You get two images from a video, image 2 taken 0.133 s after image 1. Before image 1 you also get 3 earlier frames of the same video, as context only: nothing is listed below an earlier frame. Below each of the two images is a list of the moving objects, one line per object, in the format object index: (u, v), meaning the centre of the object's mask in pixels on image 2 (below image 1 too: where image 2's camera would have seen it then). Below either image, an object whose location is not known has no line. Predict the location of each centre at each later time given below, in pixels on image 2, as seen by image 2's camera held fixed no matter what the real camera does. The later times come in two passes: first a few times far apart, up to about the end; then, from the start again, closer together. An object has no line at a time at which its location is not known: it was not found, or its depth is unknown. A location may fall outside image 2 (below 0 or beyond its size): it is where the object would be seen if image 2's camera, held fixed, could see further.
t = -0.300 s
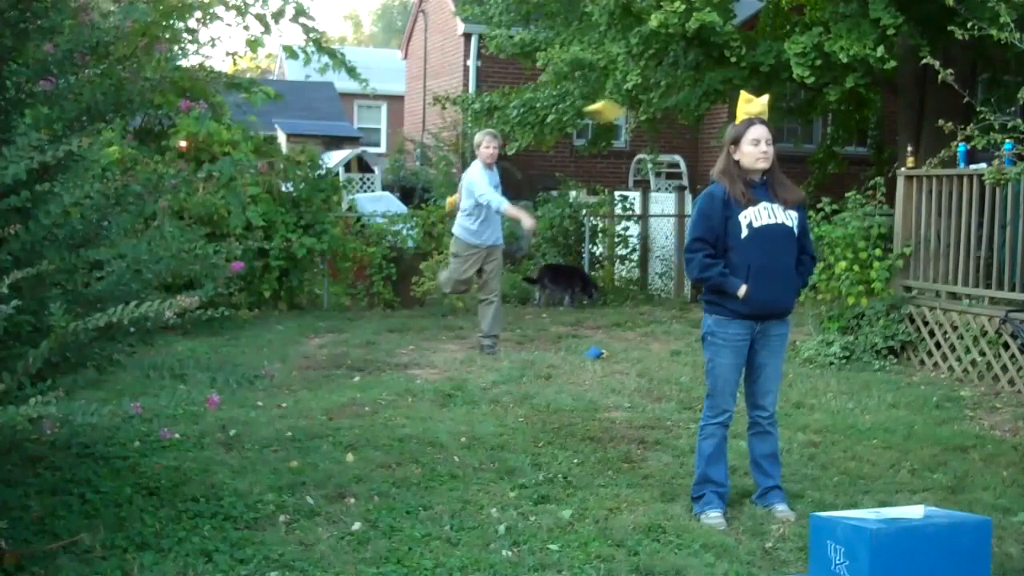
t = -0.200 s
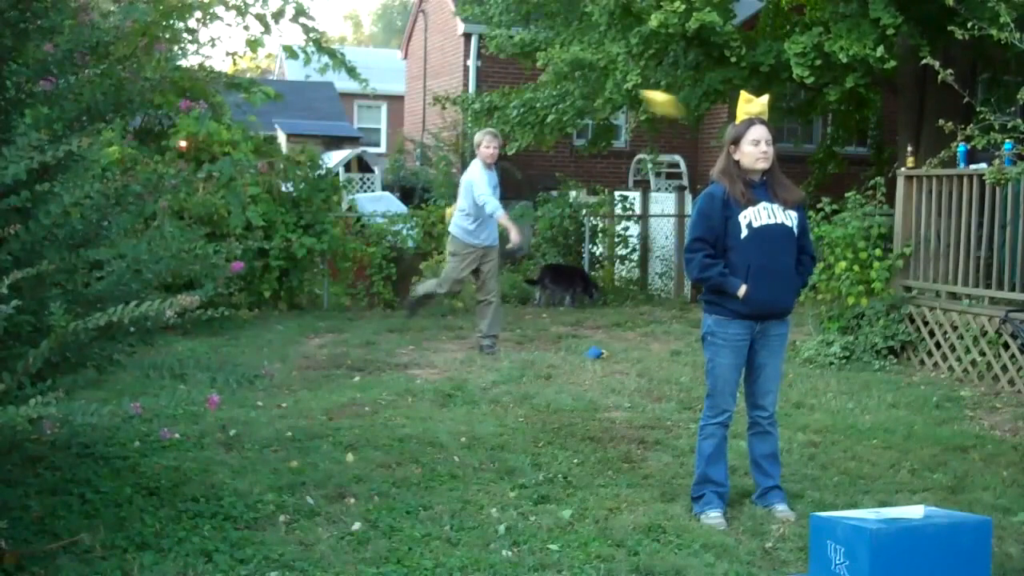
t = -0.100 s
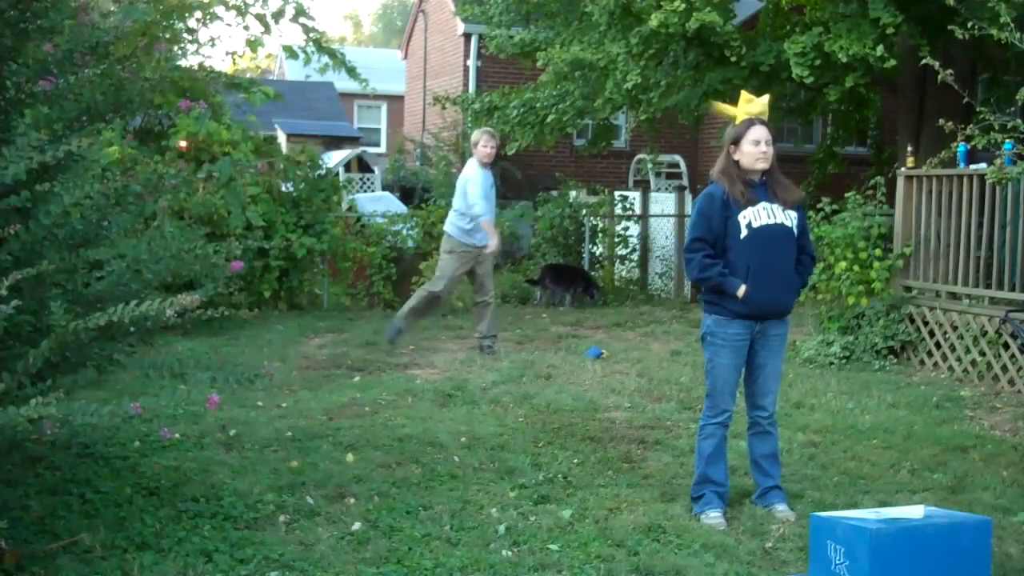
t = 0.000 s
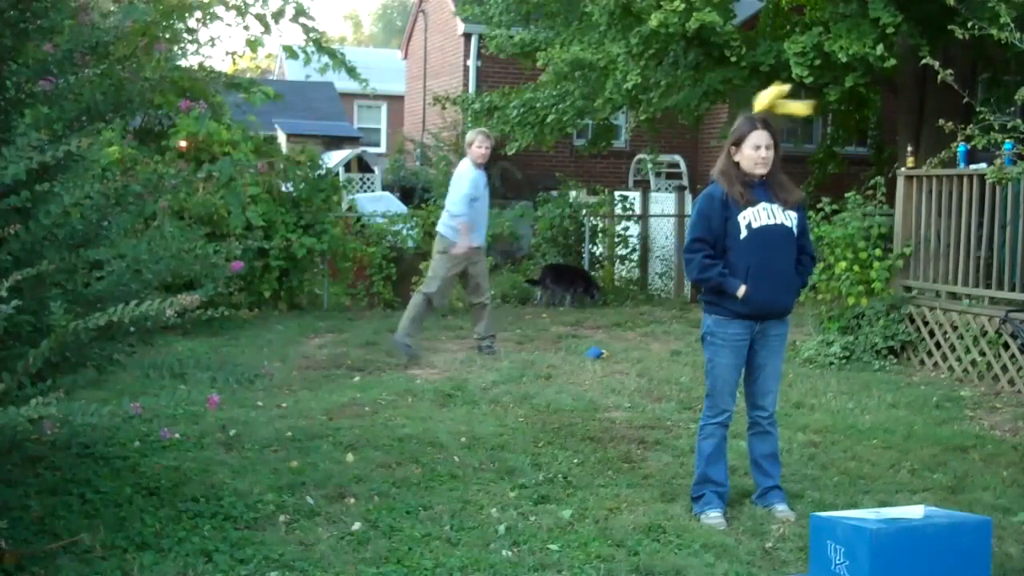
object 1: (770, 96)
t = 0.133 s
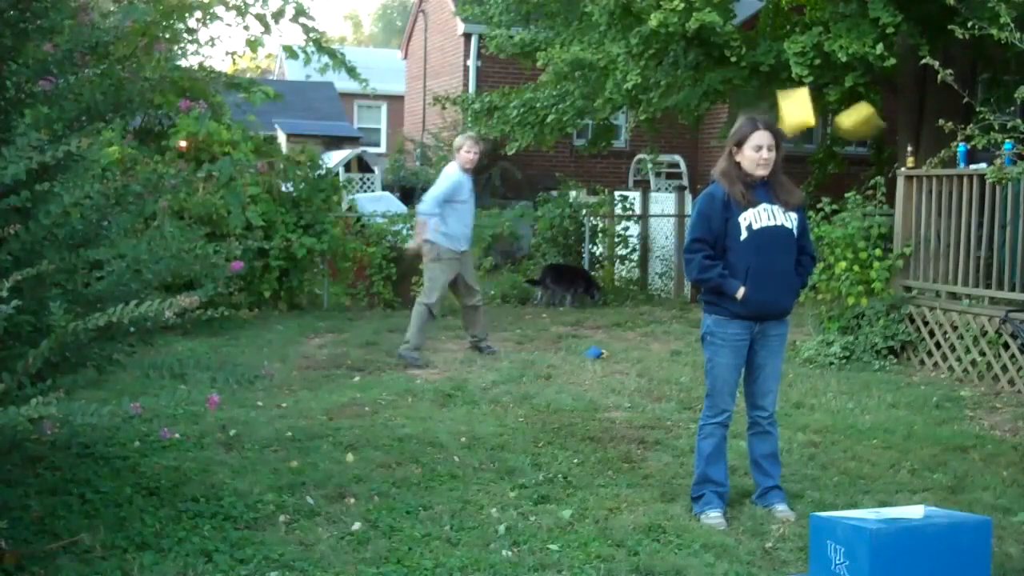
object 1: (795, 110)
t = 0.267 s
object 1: (824, 176)
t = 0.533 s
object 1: (880, 497)
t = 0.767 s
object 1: (876, 509)
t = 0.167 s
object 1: (802, 121)
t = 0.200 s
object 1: (811, 137)
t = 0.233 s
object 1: (817, 154)
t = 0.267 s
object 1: (824, 176)
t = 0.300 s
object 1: (831, 200)
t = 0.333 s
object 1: (841, 232)
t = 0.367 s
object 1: (847, 267)
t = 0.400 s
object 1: (855, 304)
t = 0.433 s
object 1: (863, 348)
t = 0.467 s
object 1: (870, 393)
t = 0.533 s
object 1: (880, 497)
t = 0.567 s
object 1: (881, 512)
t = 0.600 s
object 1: (881, 510)
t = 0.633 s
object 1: (880, 509)
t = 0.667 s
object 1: (878, 509)
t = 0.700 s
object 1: (877, 509)
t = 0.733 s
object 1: (876, 509)
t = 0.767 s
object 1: (876, 509)
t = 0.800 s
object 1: (877, 509)
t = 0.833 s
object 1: (879, 509)
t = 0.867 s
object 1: (882, 509)
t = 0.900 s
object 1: (885, 511)
